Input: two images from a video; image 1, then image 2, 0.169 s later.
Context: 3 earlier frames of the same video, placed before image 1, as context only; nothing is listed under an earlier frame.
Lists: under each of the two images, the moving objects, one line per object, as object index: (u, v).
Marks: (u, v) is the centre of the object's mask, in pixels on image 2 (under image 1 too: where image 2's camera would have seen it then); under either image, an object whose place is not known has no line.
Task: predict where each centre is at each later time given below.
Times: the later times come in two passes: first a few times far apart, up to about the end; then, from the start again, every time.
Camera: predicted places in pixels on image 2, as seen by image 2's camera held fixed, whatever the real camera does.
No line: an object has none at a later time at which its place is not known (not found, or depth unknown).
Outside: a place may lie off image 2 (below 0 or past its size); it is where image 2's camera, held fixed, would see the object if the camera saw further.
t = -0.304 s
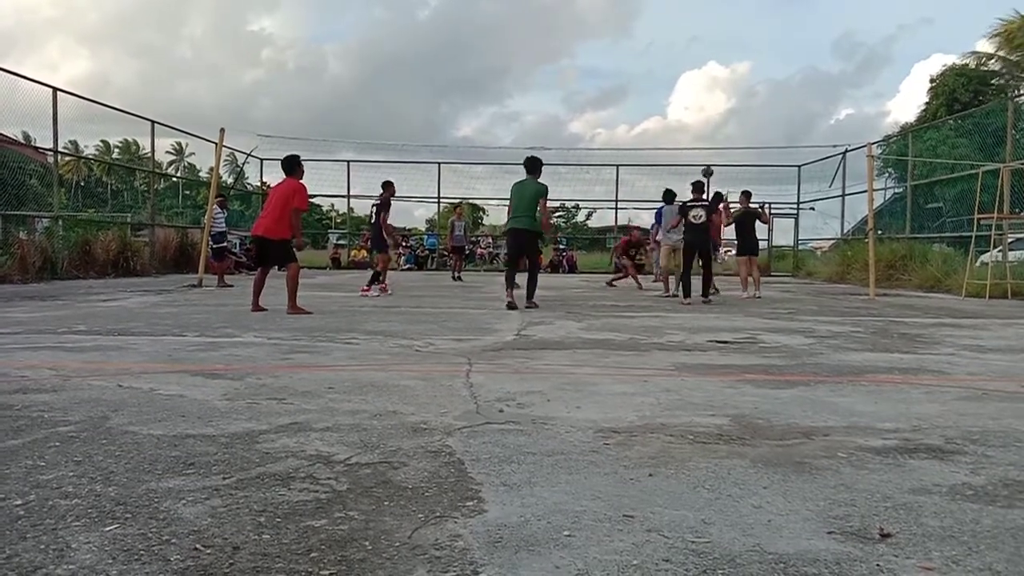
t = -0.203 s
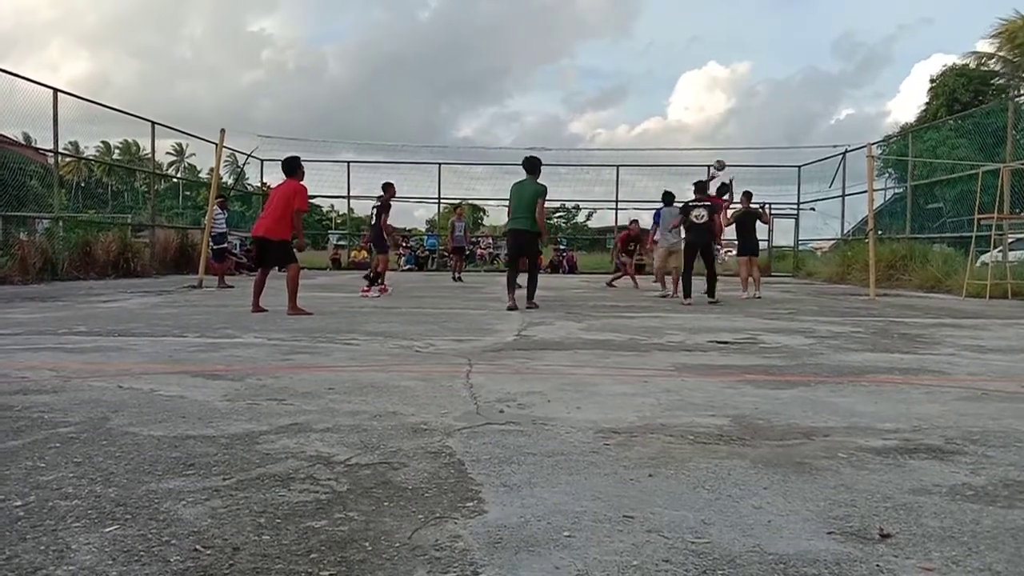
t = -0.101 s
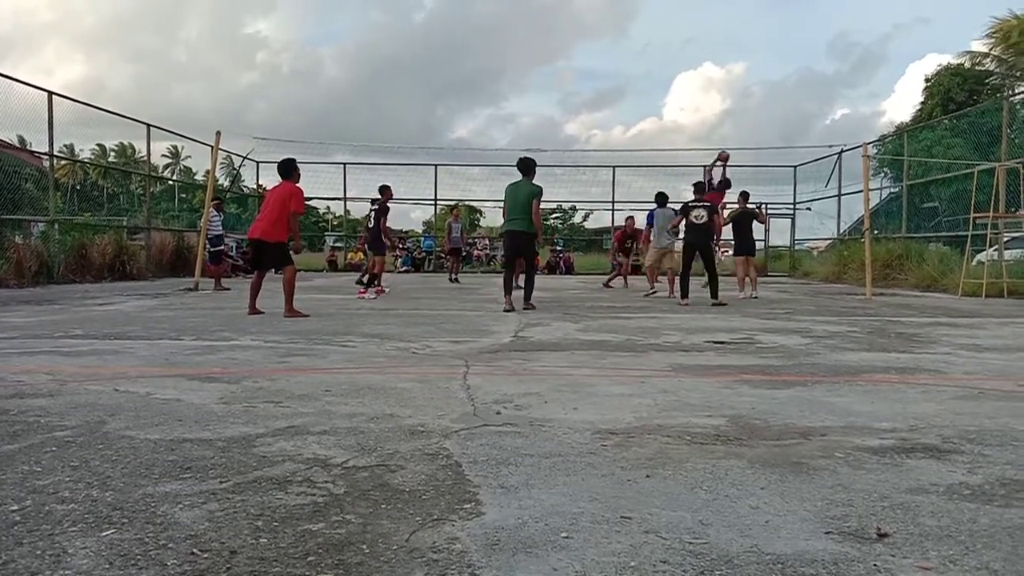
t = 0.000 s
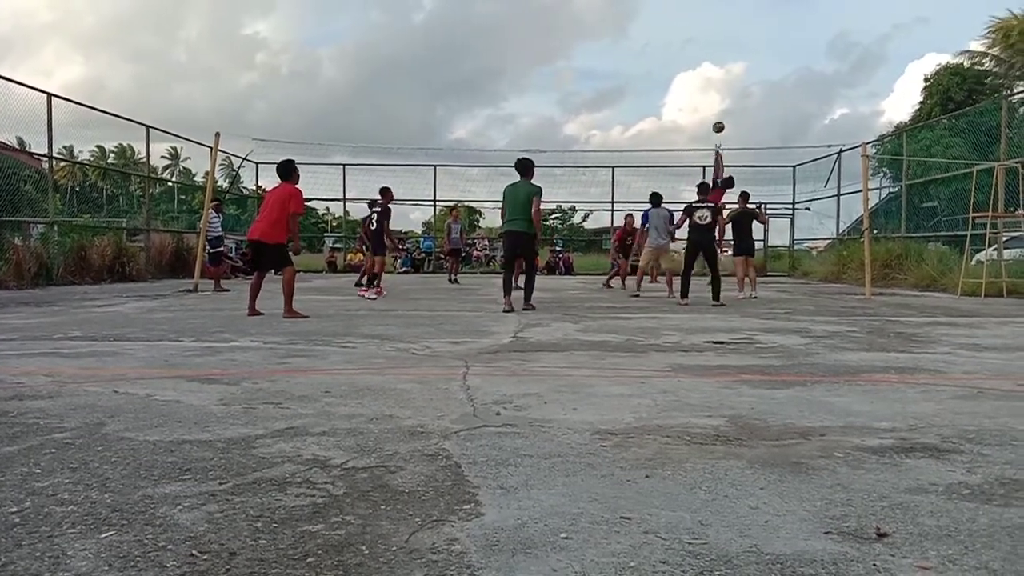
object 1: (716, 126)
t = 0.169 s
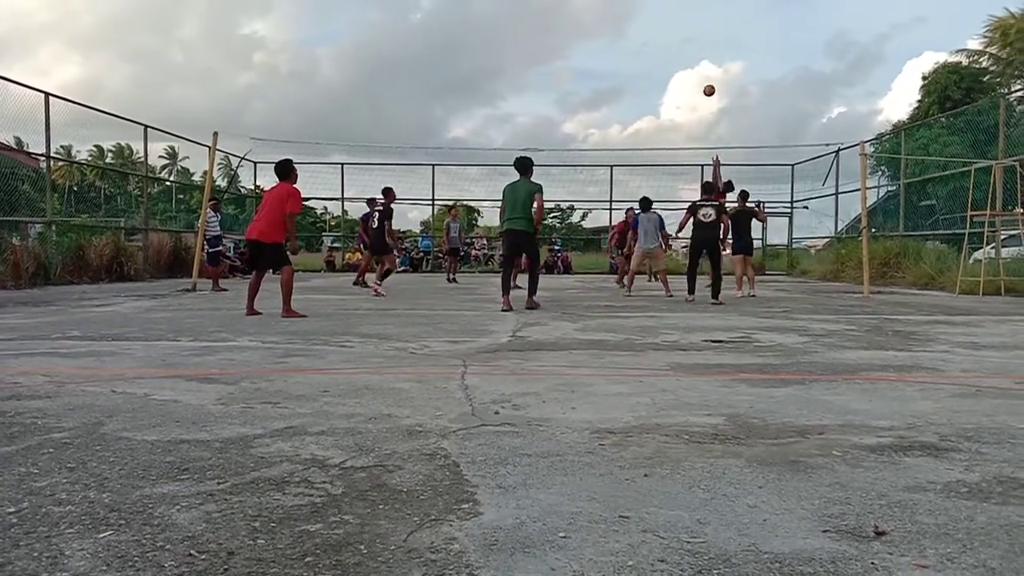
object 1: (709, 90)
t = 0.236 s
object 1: (705, 81)
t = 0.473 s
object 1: (693, 67)
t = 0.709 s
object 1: (680, 84)
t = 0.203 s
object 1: (707, 85)
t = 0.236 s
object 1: (705, 81)
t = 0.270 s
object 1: (703, 77)
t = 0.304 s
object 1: (701, 74)
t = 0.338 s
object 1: (700, 71)
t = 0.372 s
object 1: (698, 69)
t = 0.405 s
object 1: (696, 68)
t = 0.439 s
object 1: (695, 67)
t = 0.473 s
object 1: (693, 67)
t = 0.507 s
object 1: (691, 68)
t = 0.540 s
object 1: (689, 69)
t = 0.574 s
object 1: (687, 71)
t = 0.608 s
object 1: (685, 73)
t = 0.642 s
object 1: (683, 76)
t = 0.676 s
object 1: (681, 80)
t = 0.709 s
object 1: (680, 84)
